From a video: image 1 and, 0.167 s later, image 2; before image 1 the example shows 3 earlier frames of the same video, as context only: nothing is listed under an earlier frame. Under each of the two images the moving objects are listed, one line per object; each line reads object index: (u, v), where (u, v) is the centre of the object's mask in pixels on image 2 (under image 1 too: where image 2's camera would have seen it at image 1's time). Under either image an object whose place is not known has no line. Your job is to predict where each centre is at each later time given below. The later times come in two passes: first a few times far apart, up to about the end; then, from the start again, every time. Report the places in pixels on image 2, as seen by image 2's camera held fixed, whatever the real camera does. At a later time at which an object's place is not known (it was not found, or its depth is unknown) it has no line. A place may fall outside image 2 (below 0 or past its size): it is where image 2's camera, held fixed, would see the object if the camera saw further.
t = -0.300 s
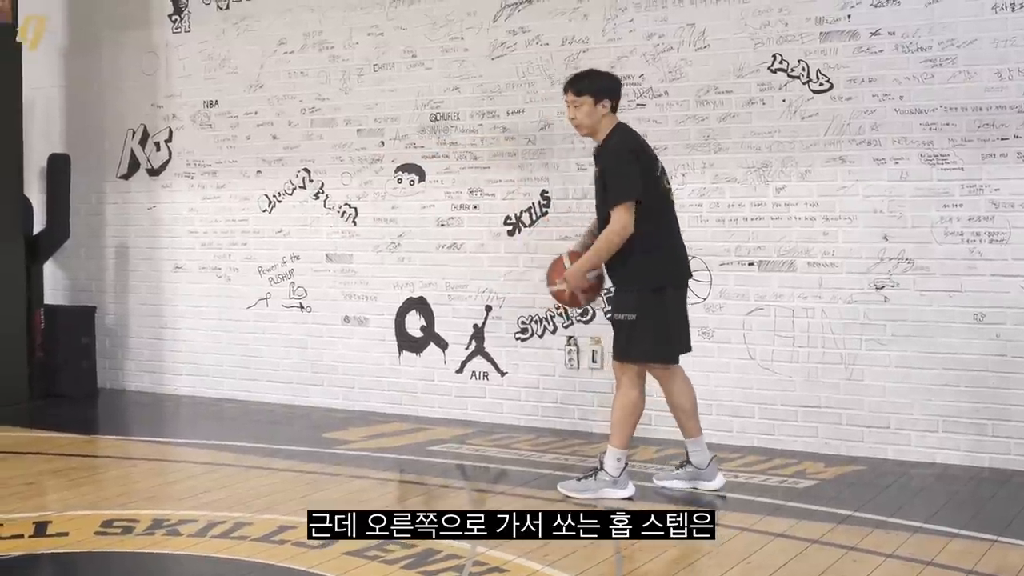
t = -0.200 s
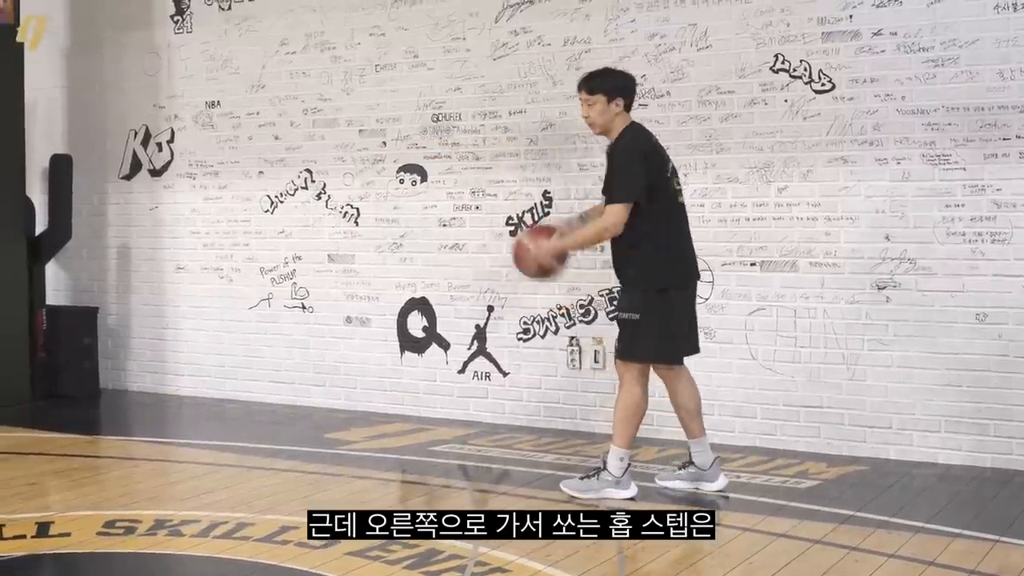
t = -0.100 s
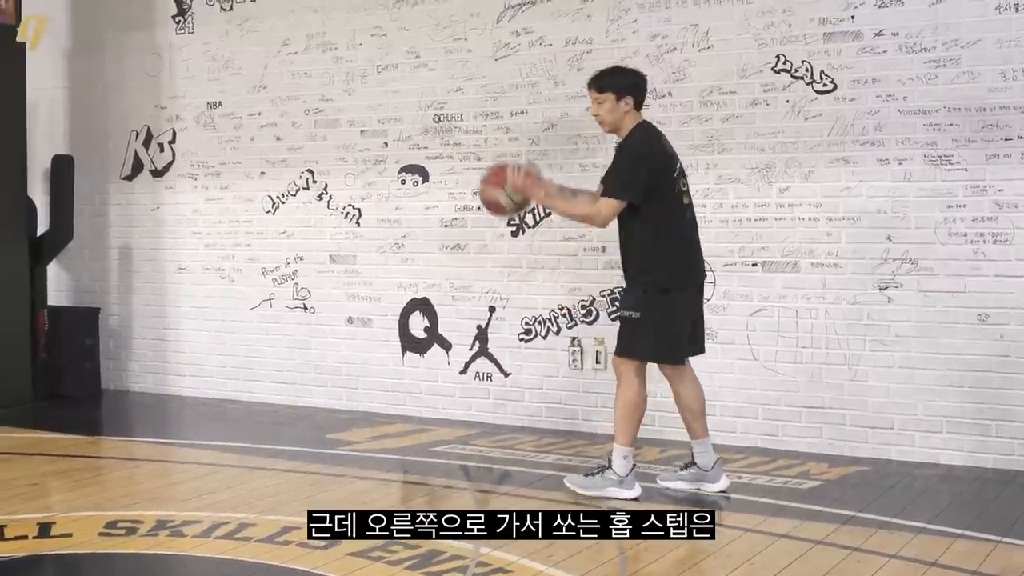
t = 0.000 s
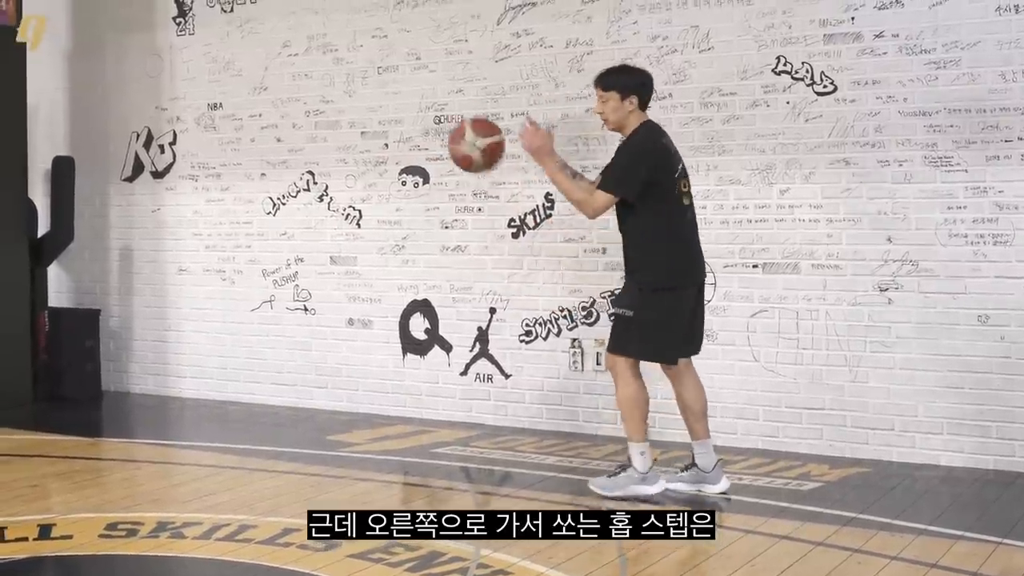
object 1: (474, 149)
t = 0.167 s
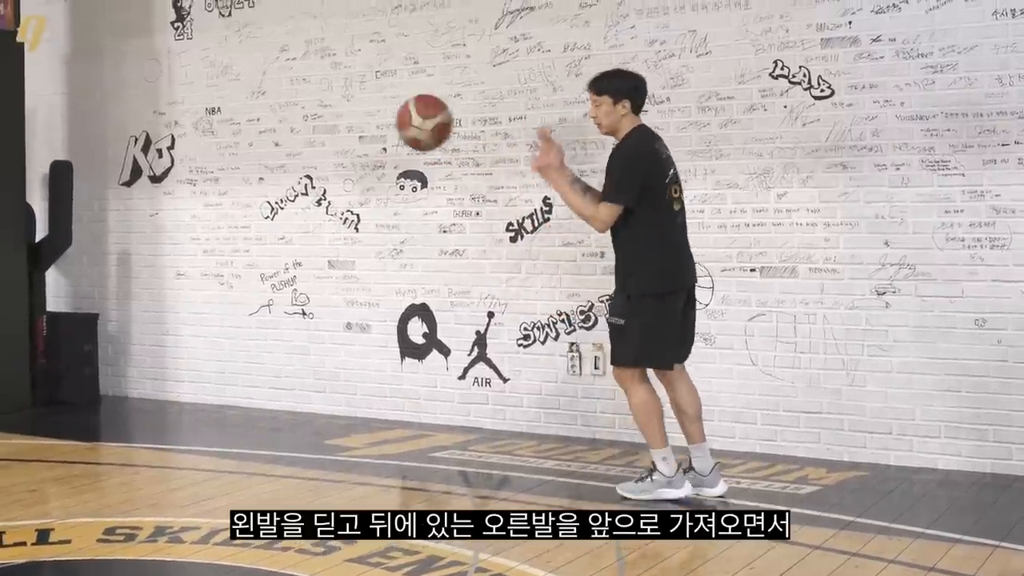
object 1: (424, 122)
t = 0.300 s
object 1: (384, 147)
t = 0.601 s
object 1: (299, 350)
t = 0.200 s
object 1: (414, 125)
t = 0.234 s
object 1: (404, 130)
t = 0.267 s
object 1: (394, 137)
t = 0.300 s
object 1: (384, 147)
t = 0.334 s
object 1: (375, 158)
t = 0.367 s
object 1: (365, 174)
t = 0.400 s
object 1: (356, 191)
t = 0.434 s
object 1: (346, 212)
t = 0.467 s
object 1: (337, 234)
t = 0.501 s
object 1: (327, 258)
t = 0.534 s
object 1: (318, 286)
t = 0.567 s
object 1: (308, 317)
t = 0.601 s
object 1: (299, 350)
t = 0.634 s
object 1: (290, 384)
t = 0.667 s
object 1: (281, 421)
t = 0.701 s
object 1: (271, 460)
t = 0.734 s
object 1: (274, 435)
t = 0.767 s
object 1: (276, 406)
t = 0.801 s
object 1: (280, 379)
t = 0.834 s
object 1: (284, 356)
